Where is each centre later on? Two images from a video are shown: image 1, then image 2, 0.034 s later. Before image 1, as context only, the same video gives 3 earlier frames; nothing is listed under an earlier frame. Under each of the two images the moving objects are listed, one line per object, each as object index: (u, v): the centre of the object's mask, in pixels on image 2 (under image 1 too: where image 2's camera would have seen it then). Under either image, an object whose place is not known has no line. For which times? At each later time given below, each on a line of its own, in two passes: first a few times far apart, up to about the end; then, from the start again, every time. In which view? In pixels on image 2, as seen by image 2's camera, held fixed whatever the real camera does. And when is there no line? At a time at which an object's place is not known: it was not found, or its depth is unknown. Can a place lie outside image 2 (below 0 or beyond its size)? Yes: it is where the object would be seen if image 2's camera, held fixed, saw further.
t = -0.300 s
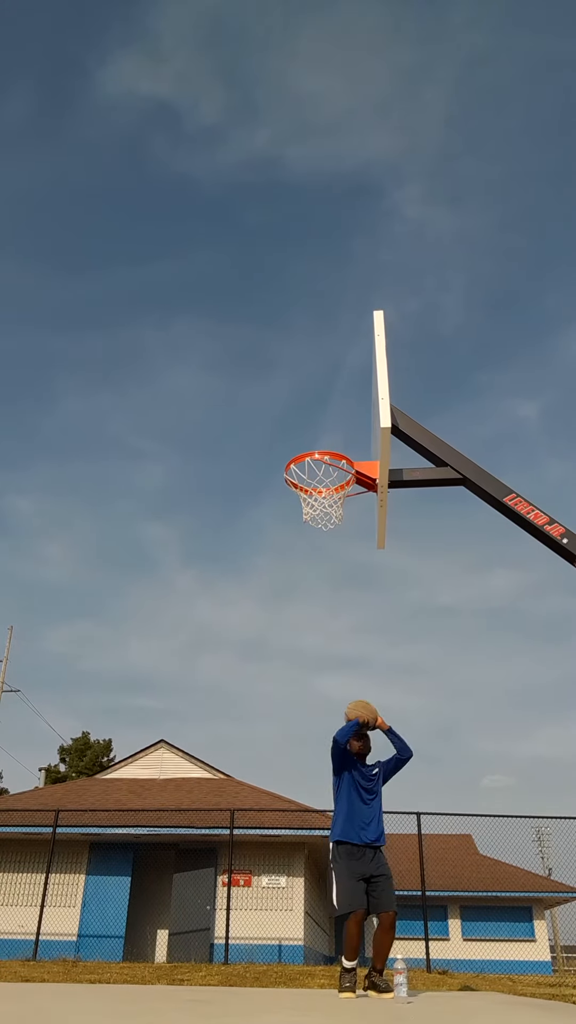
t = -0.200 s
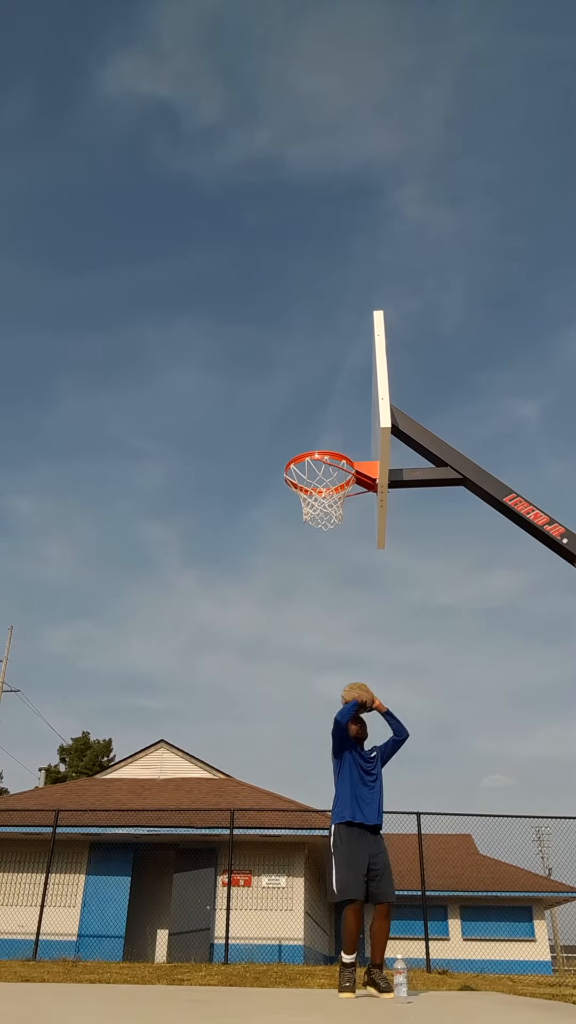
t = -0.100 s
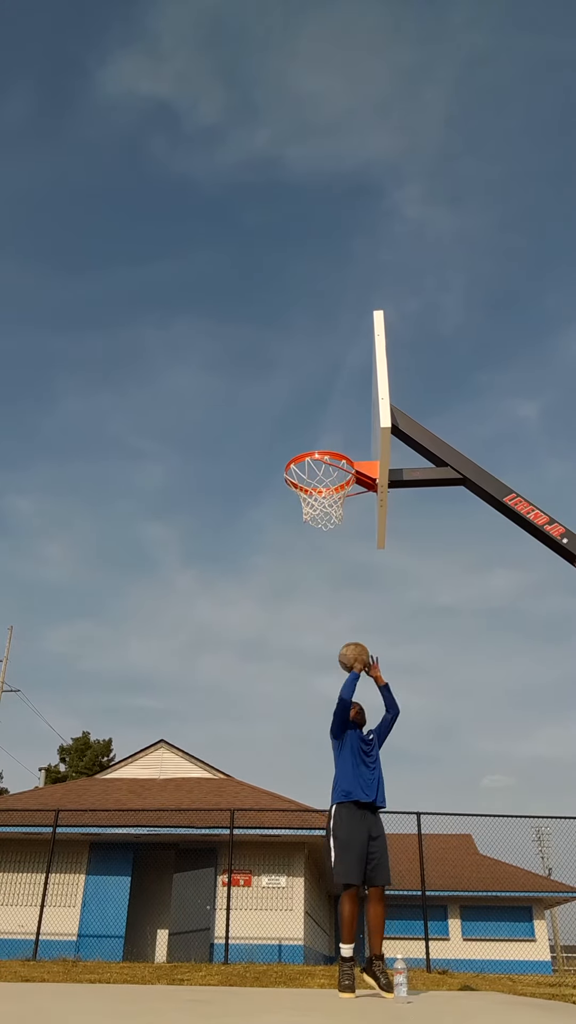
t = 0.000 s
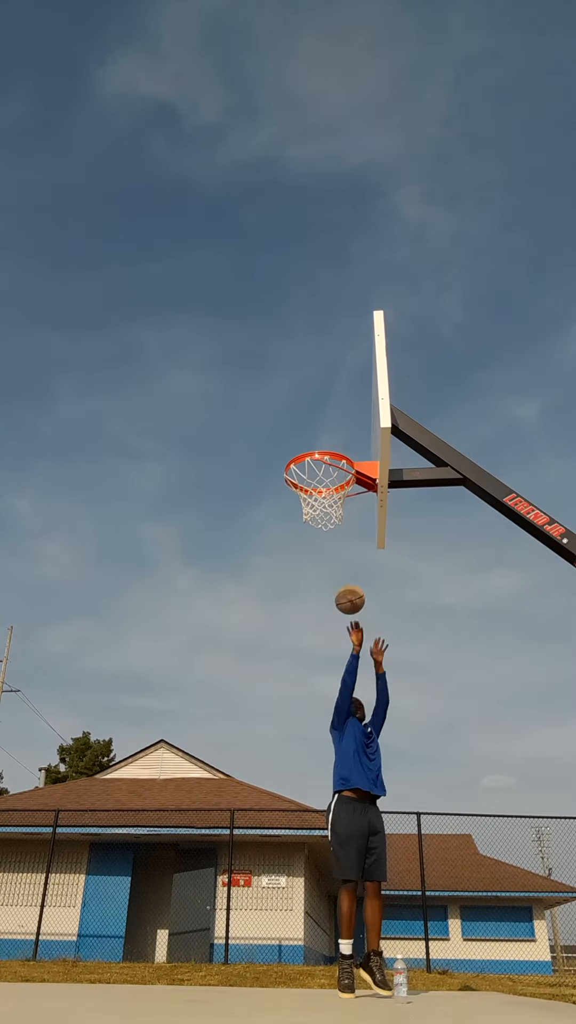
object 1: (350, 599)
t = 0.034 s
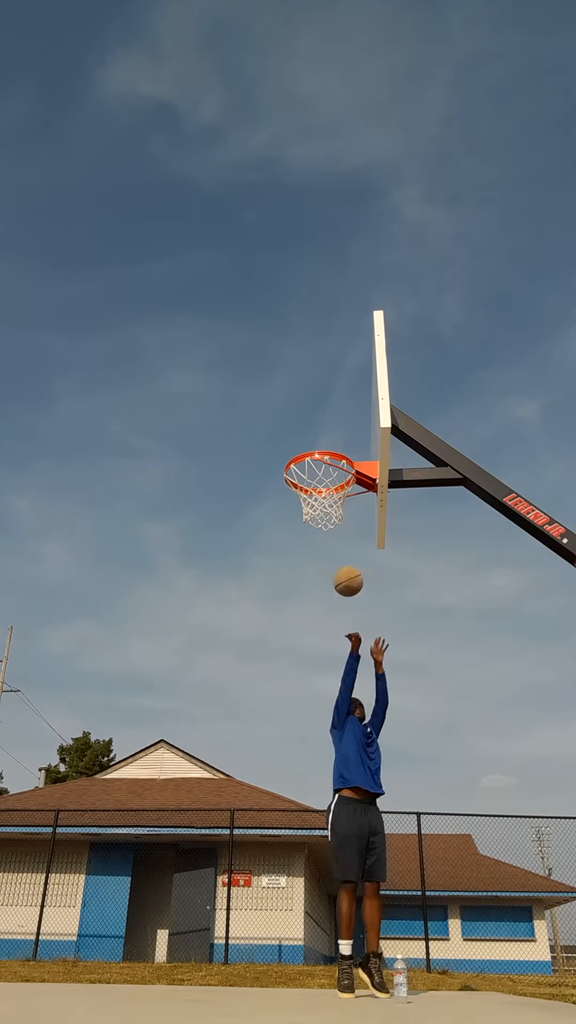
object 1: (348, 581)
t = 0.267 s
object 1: (335, 482)
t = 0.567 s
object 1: (327, 458)
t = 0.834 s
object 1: (319, 502)
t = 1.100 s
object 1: (316, 606)
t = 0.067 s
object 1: (347, 565)
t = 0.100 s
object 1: (345, 550)
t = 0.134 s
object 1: (344, 536)
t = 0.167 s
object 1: (345, 525)
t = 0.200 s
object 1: (348, 513)
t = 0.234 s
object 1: (348, 505)
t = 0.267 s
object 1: (335, 482)
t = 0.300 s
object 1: (336, 477)
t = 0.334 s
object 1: (333, 476)
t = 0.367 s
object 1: (334, 473)
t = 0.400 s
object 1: (332, 470)
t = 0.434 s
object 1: (332, 464)
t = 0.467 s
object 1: (330, 461)
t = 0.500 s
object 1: (329, 459)
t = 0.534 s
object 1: (328, 458)
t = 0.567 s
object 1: (327, 458)
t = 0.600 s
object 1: (326, 461)
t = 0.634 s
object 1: (324, 464)
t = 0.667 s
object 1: (322, 472)
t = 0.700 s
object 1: (321, 475)
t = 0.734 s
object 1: (321, 481)
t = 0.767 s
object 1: (319, 489)
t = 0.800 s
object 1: (319, 501)
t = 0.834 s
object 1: (319, 502)
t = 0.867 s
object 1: (319, 508)
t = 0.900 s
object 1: (318, 517)
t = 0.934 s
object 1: (318, 527)
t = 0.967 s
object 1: (317, 539)
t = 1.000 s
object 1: (317, 553)
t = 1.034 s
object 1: (317, 568)
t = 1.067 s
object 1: (316, 586)
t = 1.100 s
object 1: (316, 606)
